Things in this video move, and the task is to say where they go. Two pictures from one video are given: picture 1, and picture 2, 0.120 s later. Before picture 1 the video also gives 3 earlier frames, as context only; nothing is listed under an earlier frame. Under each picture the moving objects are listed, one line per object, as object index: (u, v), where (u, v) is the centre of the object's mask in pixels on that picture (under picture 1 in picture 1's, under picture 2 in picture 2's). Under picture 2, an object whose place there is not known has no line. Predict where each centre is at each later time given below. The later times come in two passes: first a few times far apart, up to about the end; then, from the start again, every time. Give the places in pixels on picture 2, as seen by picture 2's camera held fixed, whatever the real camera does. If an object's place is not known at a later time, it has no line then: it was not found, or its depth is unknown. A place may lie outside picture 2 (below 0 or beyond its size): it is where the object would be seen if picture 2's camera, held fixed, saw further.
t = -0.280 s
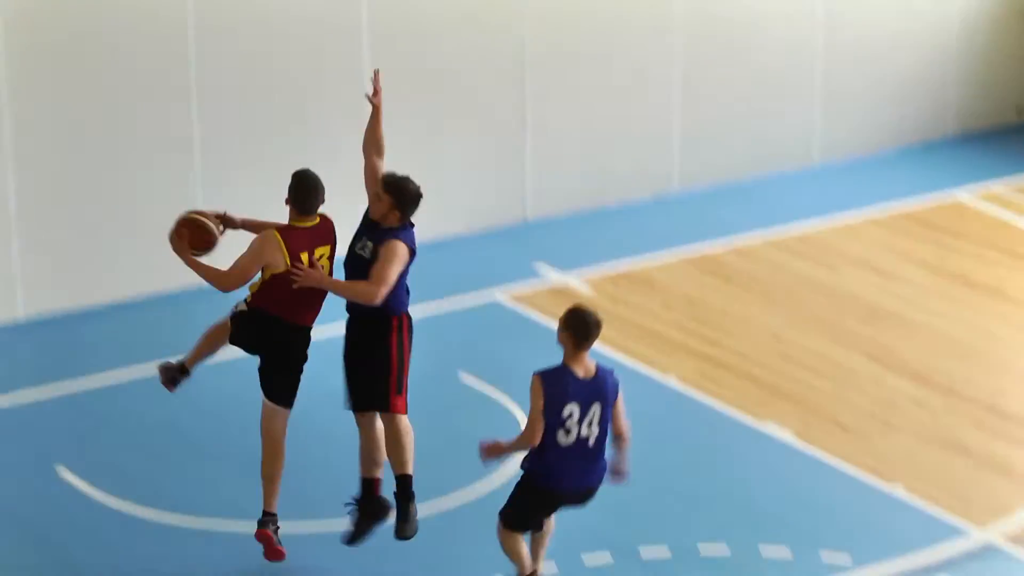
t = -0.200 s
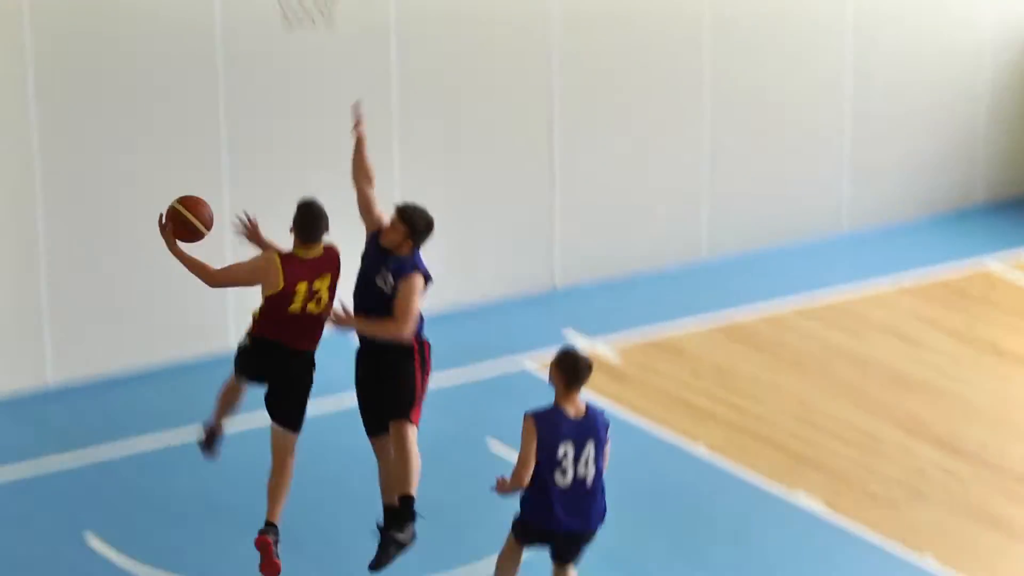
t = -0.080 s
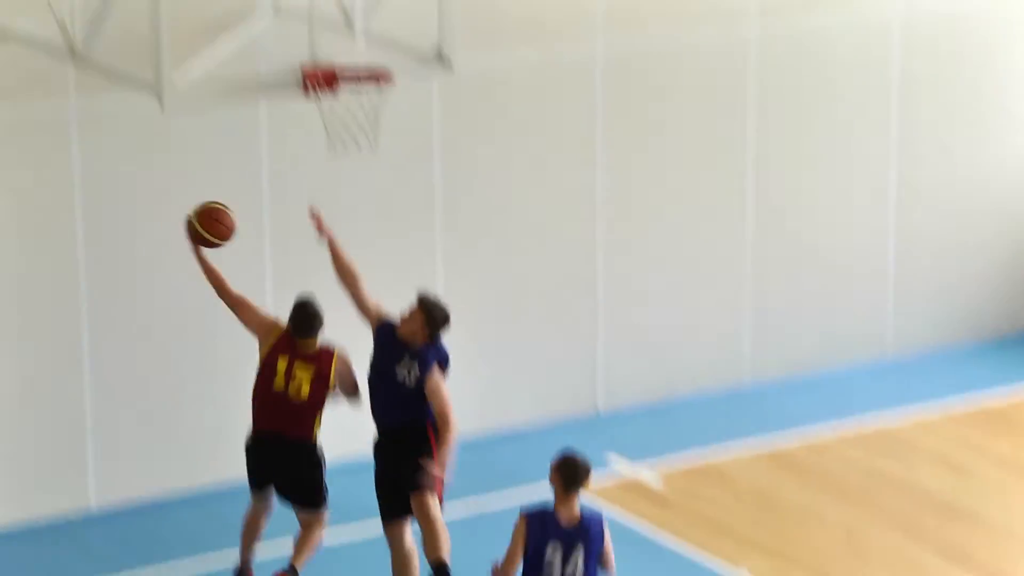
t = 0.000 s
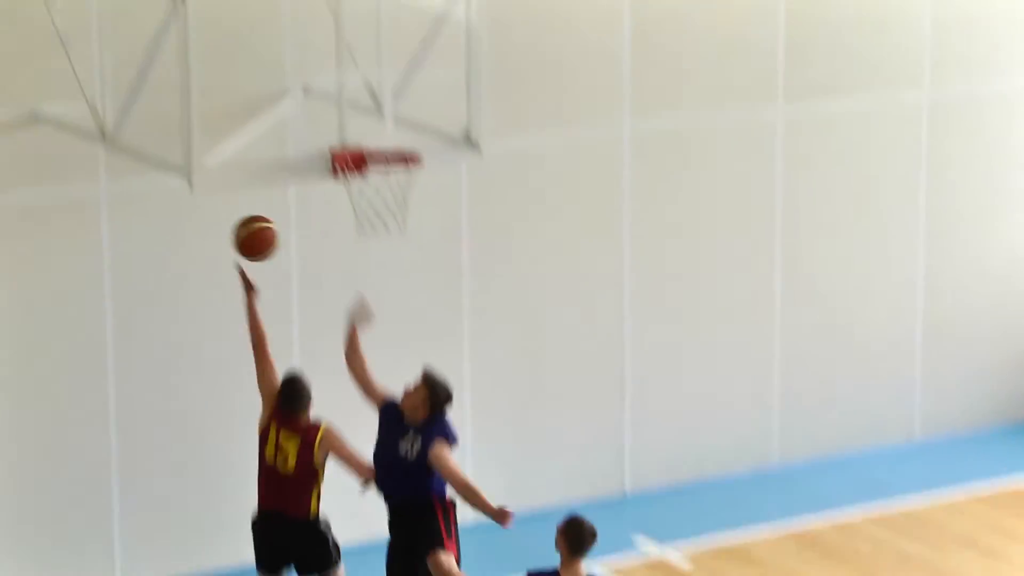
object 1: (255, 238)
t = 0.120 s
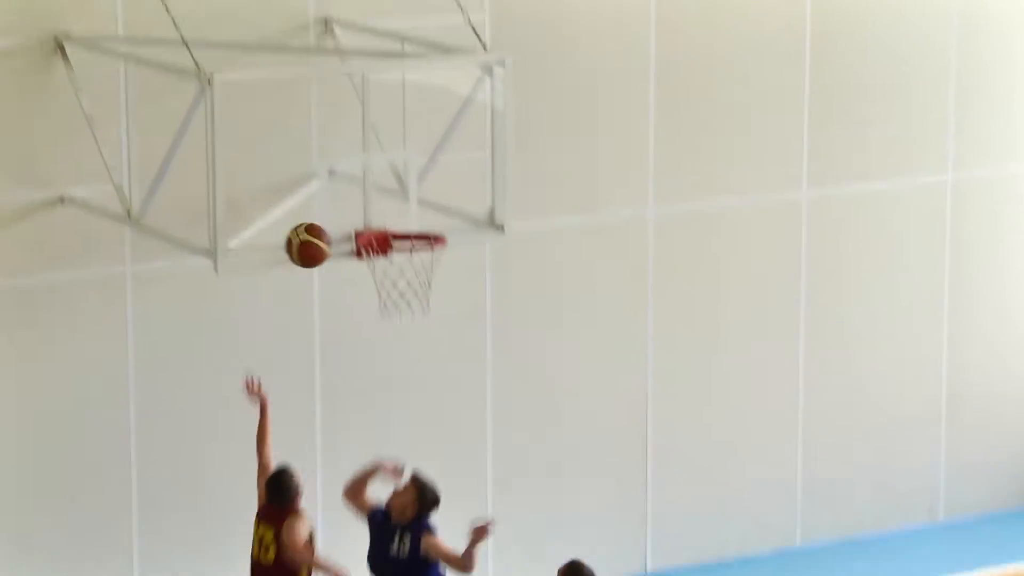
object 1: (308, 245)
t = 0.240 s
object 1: (336, 201)
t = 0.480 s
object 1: (401, 208)
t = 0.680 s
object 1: (393, 283)
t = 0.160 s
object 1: (318, 227)
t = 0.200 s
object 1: (327, 213)
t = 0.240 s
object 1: (336, 201)
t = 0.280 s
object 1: (344, 193)
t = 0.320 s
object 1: (353, 188)
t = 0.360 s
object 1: (365, 188)
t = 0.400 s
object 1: (377, 192)
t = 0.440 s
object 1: (389, 199)
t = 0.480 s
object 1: (401, 208)
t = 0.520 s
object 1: (414, 222)
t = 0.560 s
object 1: (422, 235)
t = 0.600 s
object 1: (413, 249)
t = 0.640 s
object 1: (403, 267)
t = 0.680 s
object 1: (393, 283)
